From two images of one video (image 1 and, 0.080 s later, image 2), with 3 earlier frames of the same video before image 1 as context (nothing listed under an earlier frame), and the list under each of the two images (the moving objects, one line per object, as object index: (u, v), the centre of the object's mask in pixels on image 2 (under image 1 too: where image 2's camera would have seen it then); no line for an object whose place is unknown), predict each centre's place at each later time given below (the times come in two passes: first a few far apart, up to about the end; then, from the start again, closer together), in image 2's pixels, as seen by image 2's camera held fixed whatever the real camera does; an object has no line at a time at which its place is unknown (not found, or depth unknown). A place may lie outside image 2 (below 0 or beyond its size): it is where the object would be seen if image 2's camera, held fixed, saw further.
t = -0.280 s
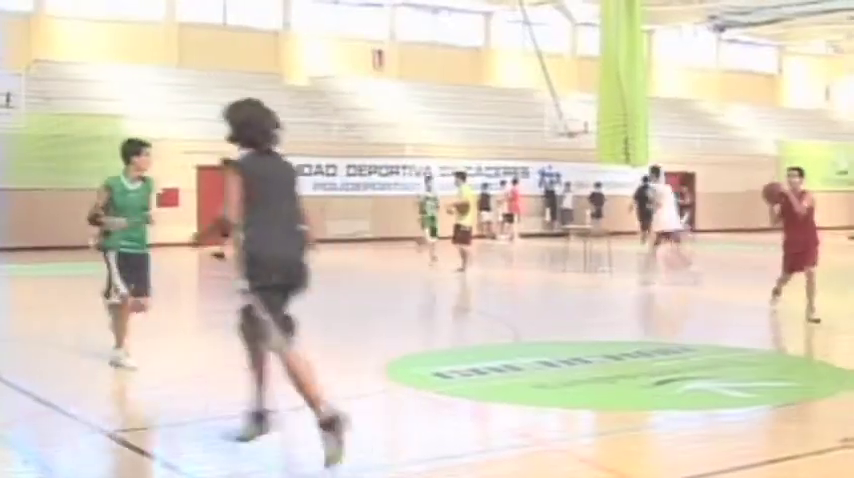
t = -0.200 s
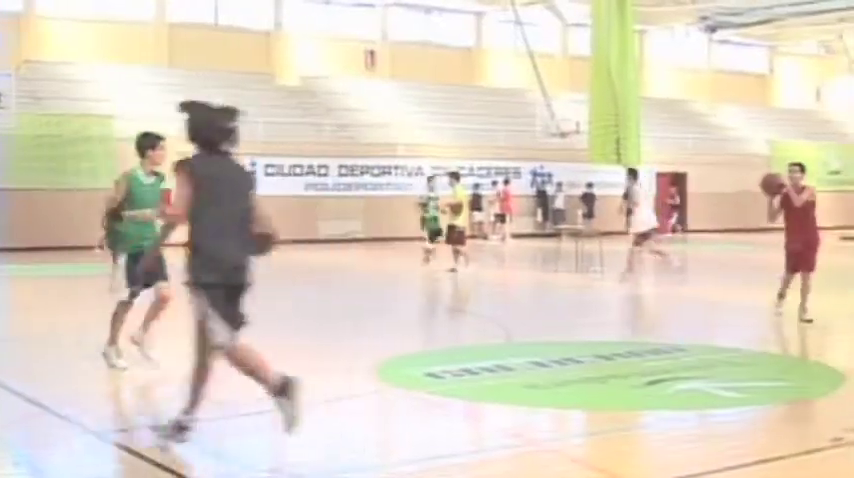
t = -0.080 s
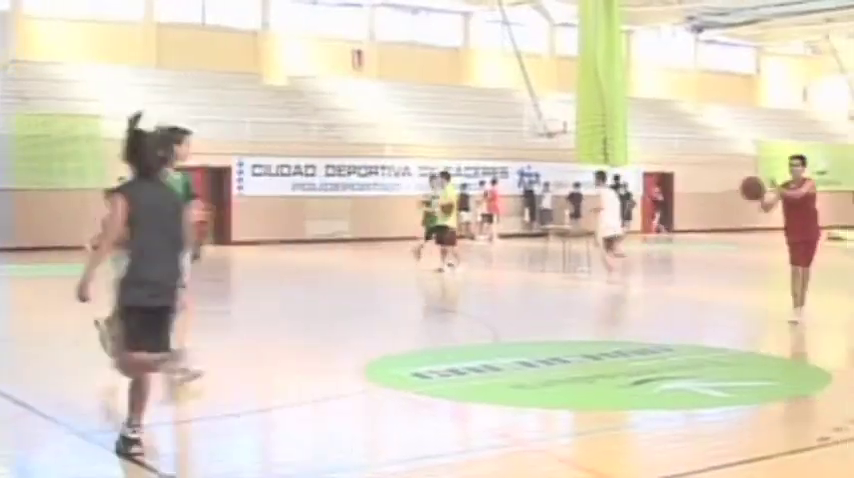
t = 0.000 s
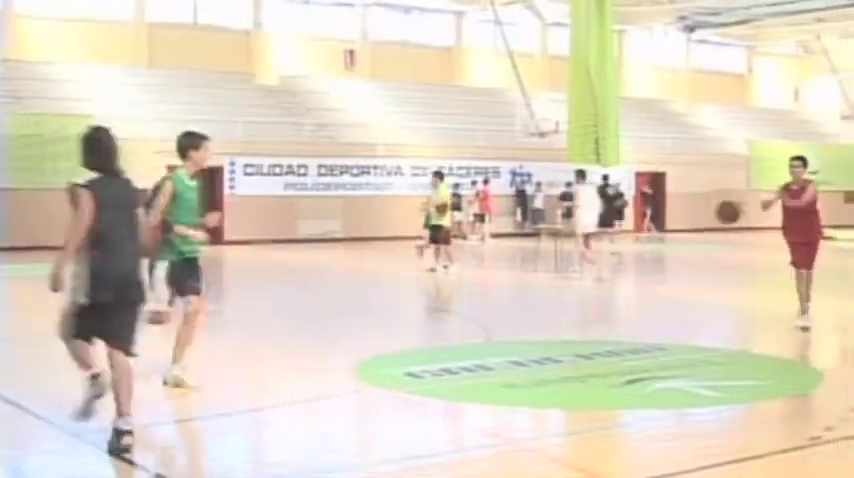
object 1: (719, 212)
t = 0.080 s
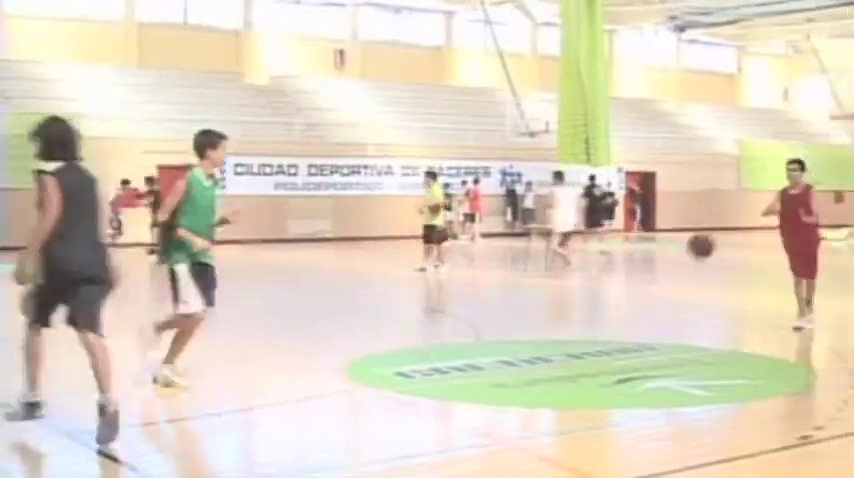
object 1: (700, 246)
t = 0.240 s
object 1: (660, 348)
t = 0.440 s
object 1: (623, 263)
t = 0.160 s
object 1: (681, 292)
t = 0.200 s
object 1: (670, 320)
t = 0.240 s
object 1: (660, 348)
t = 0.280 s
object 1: (654, 329)
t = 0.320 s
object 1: (646, 310)
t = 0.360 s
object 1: (638, 293)
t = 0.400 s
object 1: (630, 276)
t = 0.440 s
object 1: (623, 263)
